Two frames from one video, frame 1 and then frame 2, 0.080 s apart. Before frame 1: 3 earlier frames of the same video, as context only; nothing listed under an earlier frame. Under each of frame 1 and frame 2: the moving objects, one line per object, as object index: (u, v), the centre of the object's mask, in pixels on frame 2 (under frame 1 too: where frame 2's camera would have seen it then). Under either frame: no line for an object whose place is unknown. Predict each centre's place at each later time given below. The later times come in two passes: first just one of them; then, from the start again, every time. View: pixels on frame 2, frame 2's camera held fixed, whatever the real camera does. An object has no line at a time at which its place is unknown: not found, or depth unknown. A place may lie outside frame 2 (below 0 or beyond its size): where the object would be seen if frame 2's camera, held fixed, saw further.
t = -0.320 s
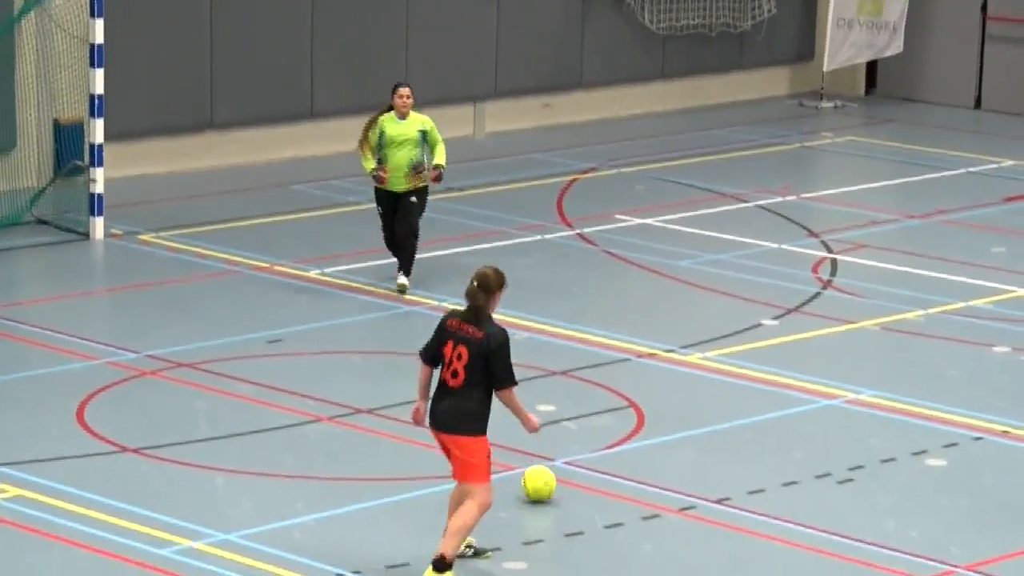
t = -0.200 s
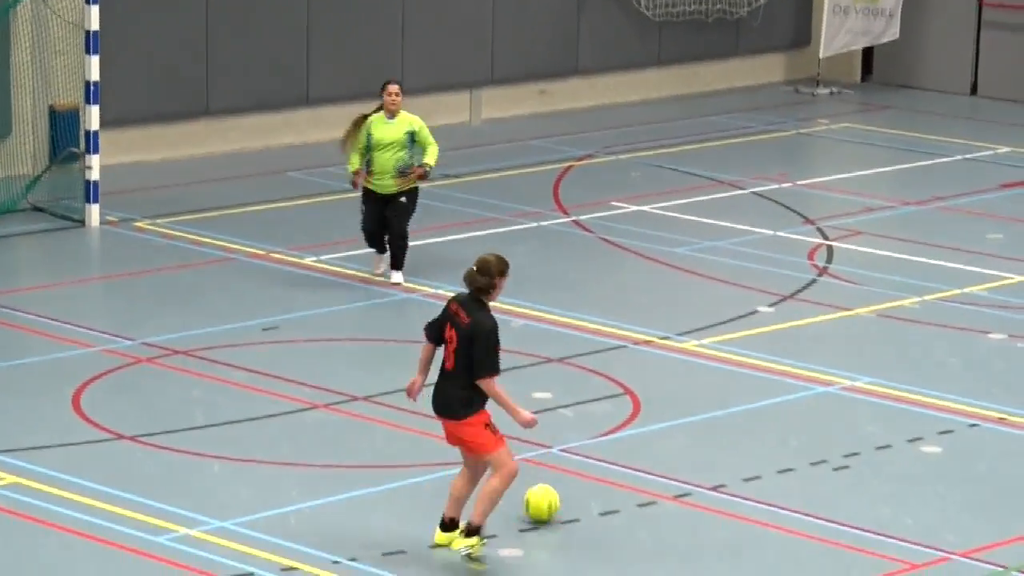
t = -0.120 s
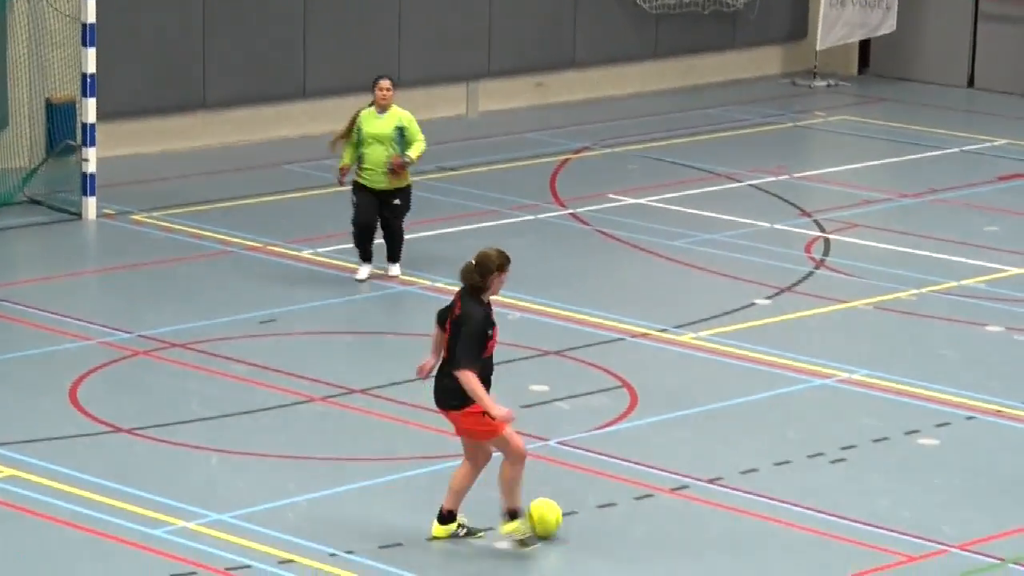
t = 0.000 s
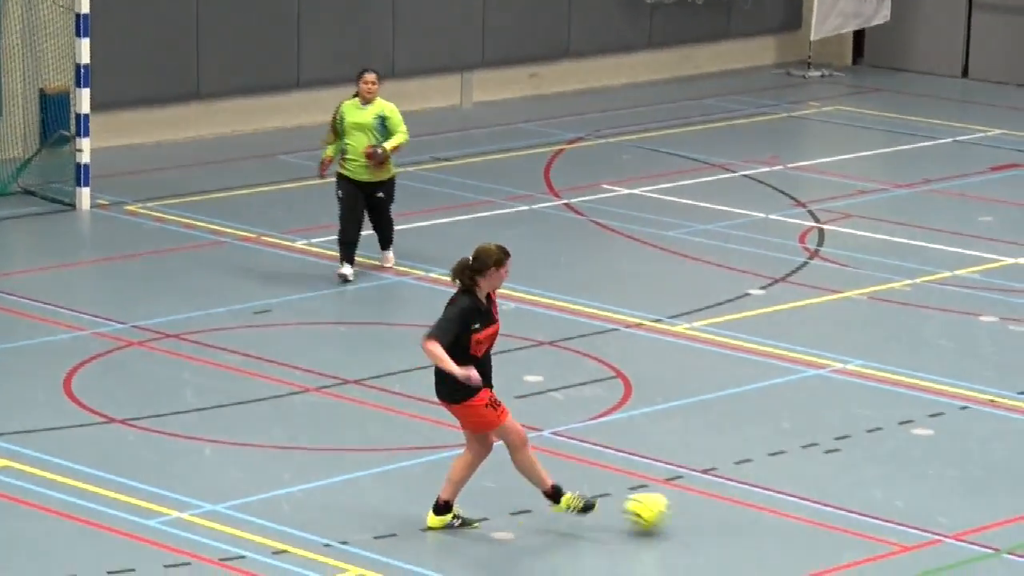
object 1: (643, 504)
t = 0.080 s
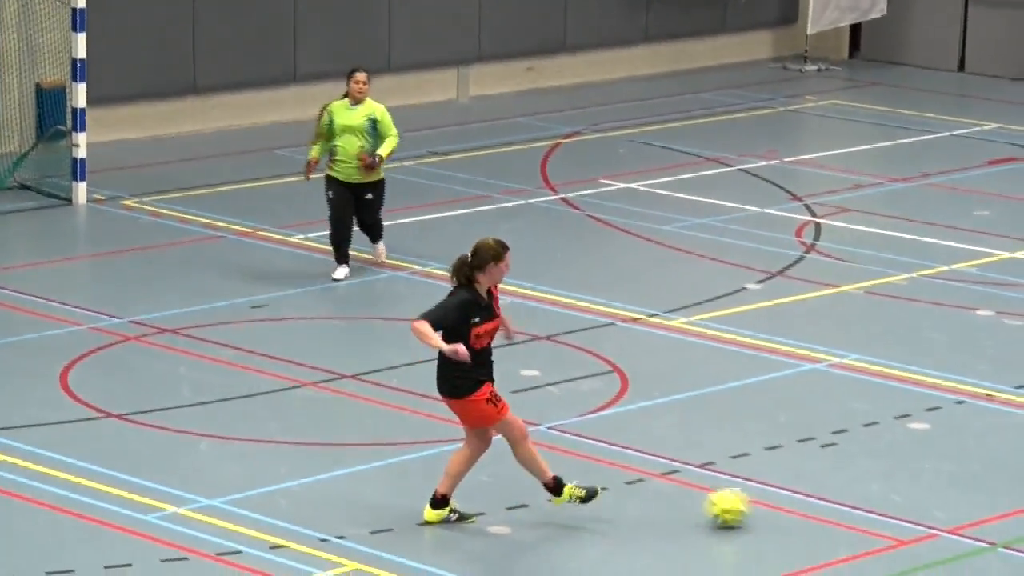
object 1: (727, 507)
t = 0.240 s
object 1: (881, 509)
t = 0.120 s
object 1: (768, 507)
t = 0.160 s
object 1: (807, 508)
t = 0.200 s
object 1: (846, 509)
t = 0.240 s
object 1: (881, 509)
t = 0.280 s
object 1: (919, 511)
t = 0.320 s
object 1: (953, 512)
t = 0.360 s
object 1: (987, 513)
